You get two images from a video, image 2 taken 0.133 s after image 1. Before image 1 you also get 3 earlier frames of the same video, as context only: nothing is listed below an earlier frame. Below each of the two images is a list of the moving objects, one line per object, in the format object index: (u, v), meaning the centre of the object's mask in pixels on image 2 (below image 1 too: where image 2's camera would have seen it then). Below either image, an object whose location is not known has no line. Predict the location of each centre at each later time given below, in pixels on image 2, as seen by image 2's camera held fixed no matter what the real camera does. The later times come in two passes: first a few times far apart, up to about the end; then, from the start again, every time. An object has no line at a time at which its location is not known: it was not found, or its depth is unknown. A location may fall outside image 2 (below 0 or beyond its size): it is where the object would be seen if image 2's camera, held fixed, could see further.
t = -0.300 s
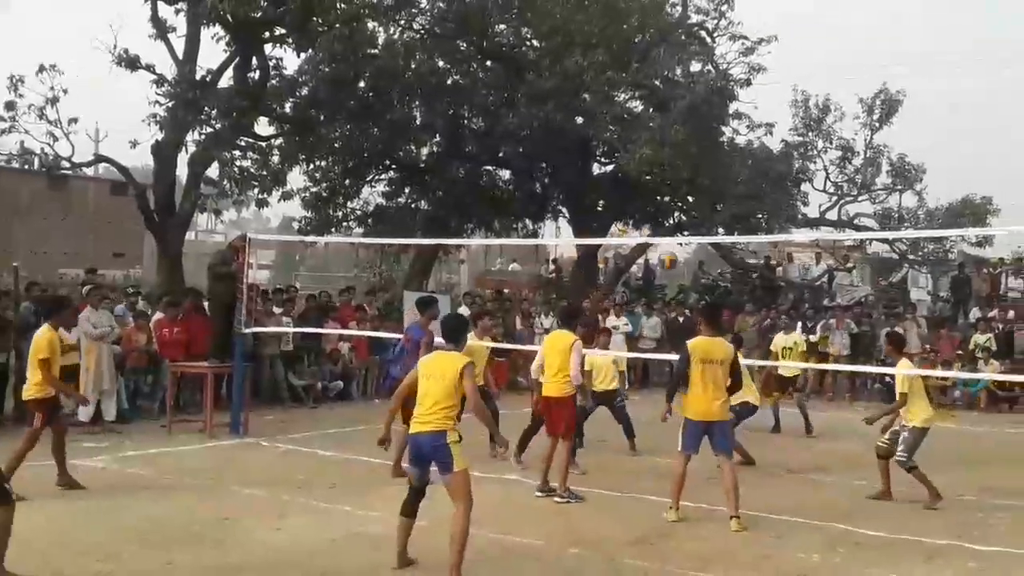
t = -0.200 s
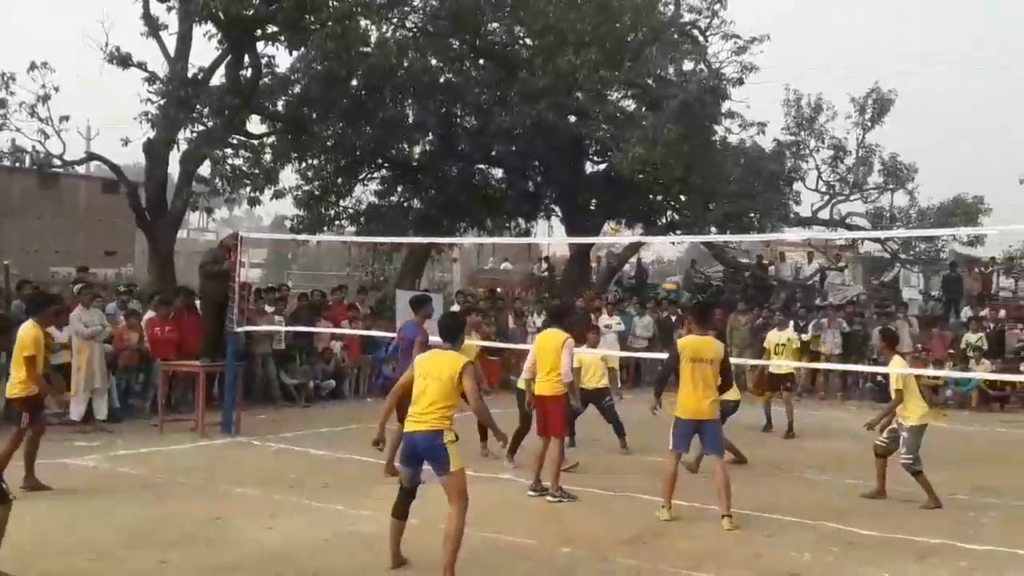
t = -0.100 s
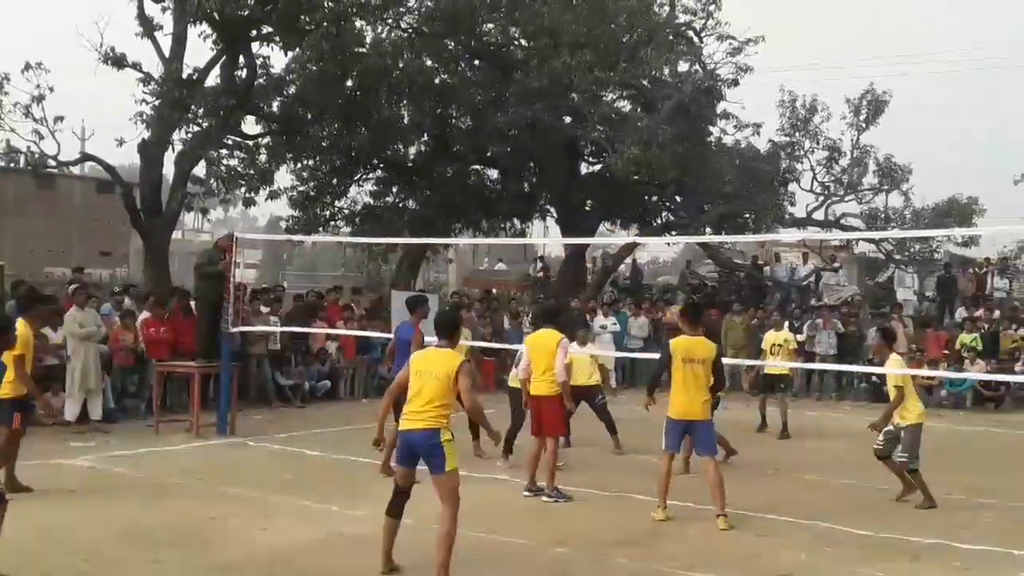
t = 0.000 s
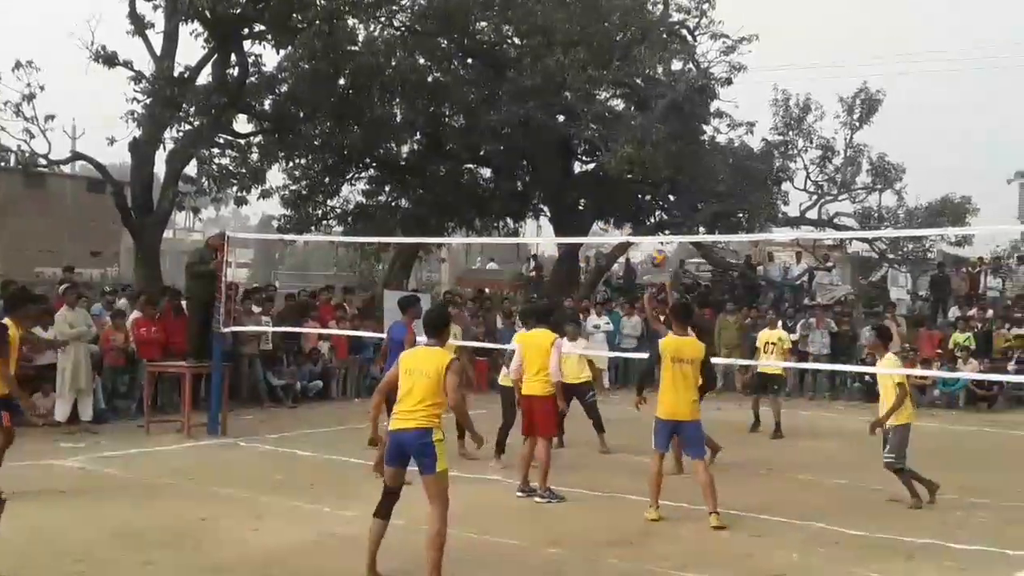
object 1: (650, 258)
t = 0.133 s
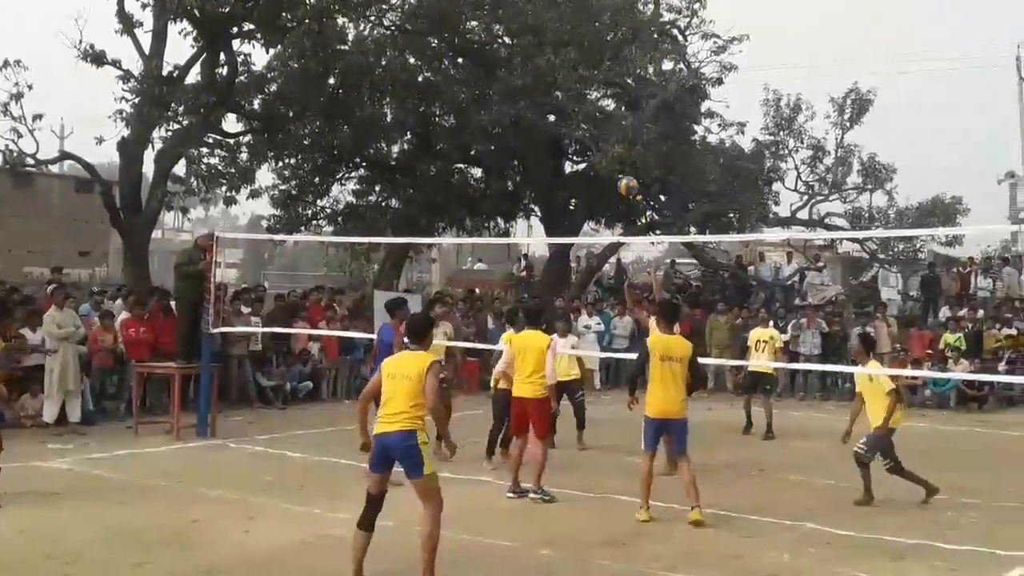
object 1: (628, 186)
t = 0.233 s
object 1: (611, 142)
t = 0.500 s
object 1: (571, 73)
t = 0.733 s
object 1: (538, 68)
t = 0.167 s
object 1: (623, 170)
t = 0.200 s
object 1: (617, 156)
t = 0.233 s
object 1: (611, 142)
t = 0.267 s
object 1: (607, 130)
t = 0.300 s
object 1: (601, 118)
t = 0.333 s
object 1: (595, 107)
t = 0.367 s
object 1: (590, 98)
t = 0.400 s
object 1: (586, 91)
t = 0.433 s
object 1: (581, 85)
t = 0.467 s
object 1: (576, 79)
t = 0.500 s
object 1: (571, 73)
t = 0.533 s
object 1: (566, 69)
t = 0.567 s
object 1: (562, 66)
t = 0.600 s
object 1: (557, 64)
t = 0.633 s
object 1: (553, 64)
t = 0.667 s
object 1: (548, 64)
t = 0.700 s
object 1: (543, 66)
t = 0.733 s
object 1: (538, 68)
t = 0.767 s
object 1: (533, 70)
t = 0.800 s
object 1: (527, 76)
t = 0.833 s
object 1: (522, 80)
